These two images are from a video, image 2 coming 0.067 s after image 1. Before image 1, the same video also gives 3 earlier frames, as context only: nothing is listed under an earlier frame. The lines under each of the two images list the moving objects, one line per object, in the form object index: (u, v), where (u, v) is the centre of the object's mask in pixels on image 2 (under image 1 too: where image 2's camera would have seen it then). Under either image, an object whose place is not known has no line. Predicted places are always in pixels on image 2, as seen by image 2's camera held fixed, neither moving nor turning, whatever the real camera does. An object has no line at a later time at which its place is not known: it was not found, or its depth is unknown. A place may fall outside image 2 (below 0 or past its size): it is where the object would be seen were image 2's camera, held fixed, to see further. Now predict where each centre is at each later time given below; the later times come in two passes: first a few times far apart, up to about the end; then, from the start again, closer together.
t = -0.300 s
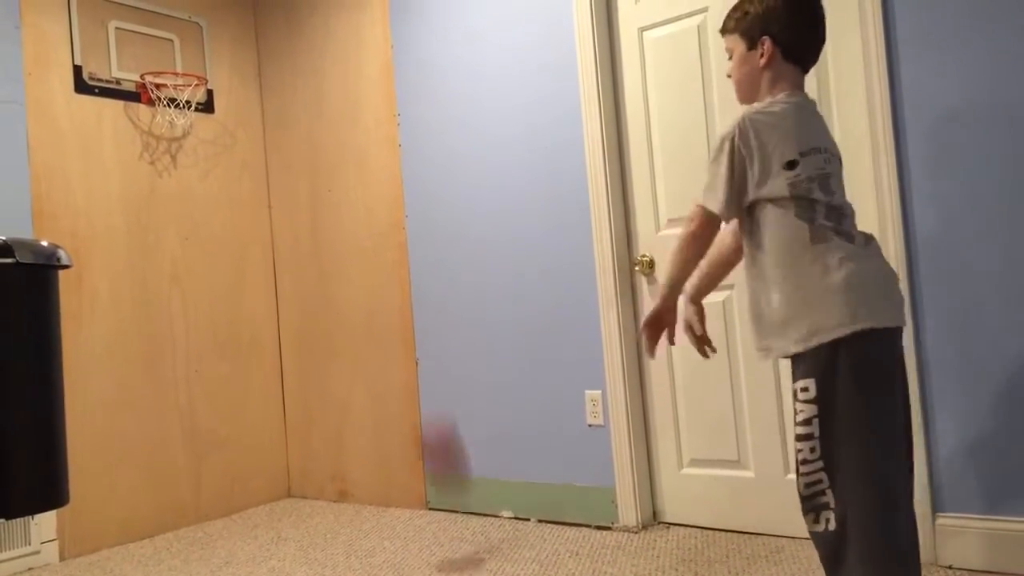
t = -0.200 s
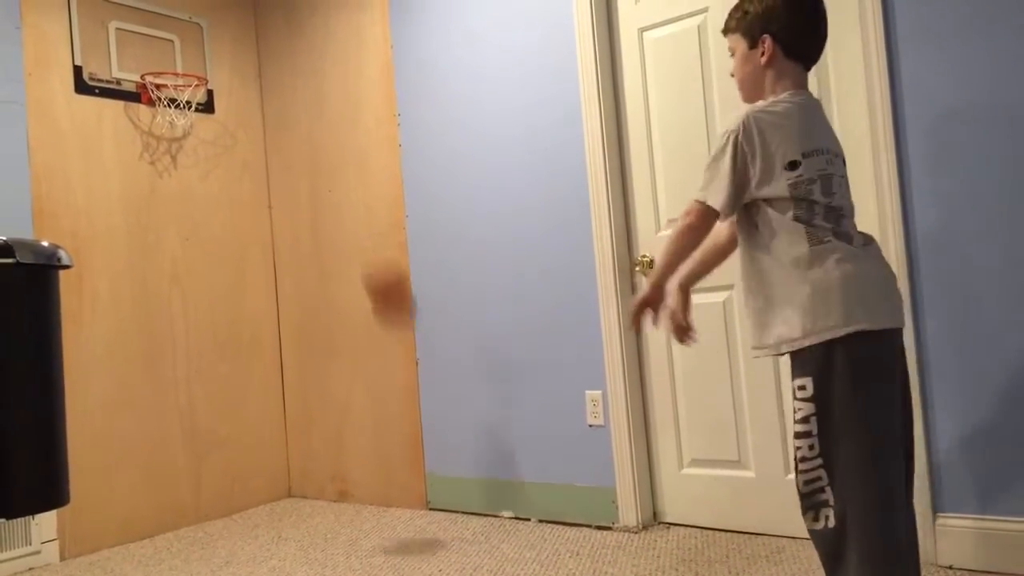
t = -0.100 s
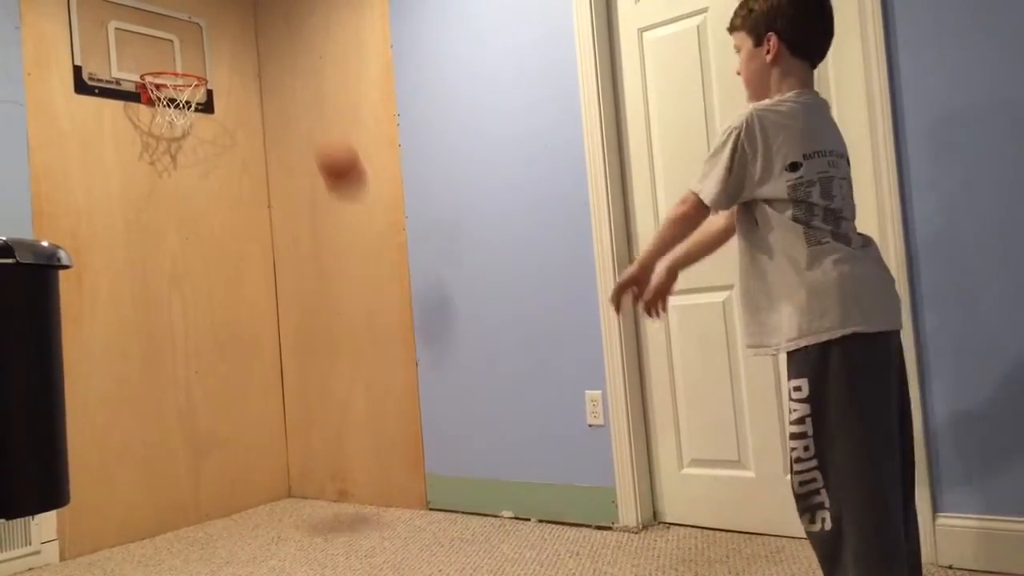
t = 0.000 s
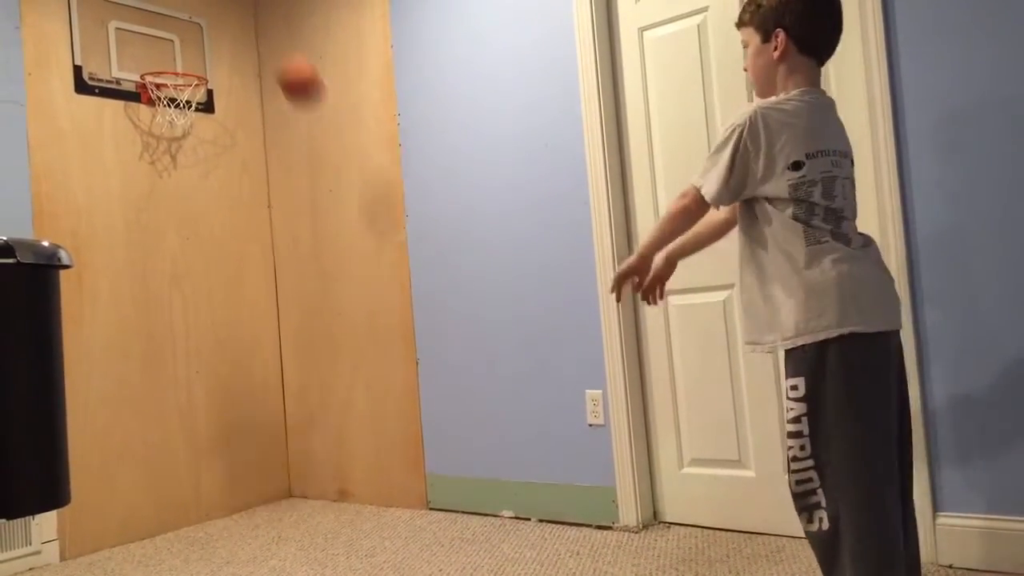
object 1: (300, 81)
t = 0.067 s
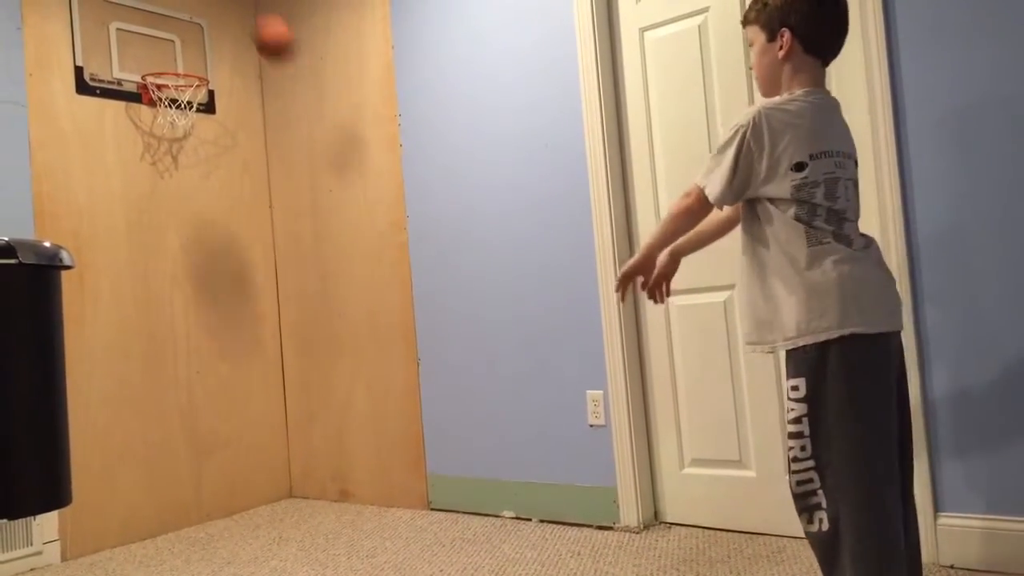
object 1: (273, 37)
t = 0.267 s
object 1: (209, 7)
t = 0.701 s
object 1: (192, 117)
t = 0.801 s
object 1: (200, 173)
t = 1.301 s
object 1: (211, 376)
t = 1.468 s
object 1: (193, 336)
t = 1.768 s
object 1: (172, 445)
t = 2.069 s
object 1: (156, 442)
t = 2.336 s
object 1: (150, 515)
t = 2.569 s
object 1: (154, 499)
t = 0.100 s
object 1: (261, 23)
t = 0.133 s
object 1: (249, 15)
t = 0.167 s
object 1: (240, 11)
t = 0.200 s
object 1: (229, 8)
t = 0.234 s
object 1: (219, 7)
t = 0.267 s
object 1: (209, 7)
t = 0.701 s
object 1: (192, 117)
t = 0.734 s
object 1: (194, 131)
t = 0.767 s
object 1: (197, 150)
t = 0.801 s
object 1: (200, 173)
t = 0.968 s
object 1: (220, 331)
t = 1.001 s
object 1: (224, 373)
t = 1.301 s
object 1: (211, 376)
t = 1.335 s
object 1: (207, 362)
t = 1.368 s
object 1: (204, 352)
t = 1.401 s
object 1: (200, 343)
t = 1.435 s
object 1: (196, 338)
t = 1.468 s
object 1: (193, 336)
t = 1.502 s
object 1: (190, 336)
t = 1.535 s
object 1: (187, 339)
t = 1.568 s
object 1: (185, 345)
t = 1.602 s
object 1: (182, 354)
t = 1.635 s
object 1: (180, 365)
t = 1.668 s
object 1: (178, 380)
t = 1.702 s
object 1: (176, 400)
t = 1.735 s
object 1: (174, 421)
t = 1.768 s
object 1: (172, 445)
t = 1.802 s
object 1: (171, 472)
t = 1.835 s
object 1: (169, 511)
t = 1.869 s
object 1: (167, 516)
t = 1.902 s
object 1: (165, 494)
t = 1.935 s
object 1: (163, 478)
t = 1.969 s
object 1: (161, 465)
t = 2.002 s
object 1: (159, 455)
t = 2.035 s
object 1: (157, 447)
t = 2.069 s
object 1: (156, 442)
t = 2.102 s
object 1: (154, 441)
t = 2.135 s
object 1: (153, 441)
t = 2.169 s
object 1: (152, 446)
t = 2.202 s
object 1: (151, 452)
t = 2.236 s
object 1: (151, 463)
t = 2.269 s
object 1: (150, 475)
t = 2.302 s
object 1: (150, 494)
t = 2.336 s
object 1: (150, 515)
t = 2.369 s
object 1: (149, 519)
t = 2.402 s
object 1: (147, 507)
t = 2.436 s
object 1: (146, 498)
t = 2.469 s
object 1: (149, 494)
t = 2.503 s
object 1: (150, 492)
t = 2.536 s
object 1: (152, 494)
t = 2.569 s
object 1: (154, 499)
